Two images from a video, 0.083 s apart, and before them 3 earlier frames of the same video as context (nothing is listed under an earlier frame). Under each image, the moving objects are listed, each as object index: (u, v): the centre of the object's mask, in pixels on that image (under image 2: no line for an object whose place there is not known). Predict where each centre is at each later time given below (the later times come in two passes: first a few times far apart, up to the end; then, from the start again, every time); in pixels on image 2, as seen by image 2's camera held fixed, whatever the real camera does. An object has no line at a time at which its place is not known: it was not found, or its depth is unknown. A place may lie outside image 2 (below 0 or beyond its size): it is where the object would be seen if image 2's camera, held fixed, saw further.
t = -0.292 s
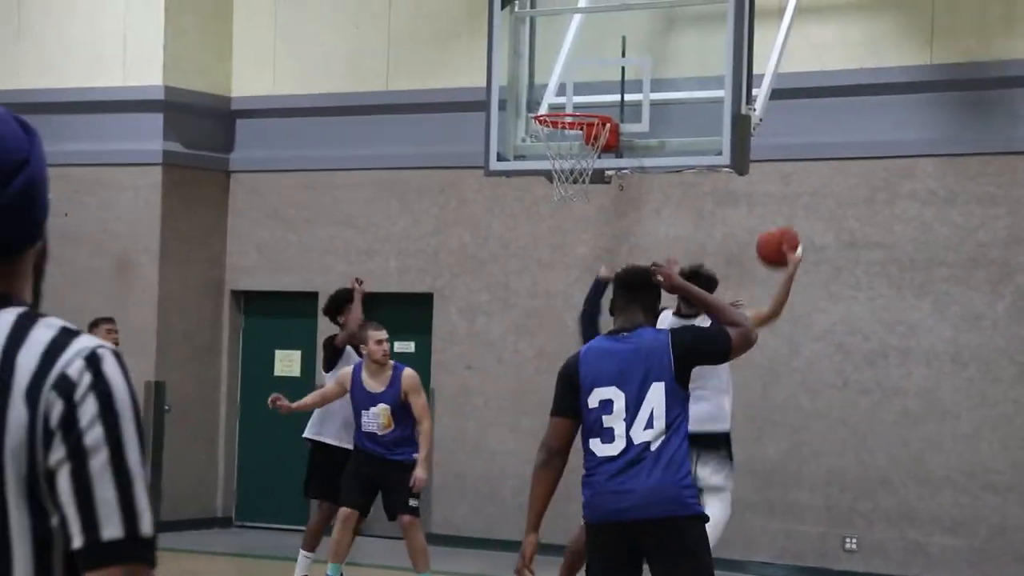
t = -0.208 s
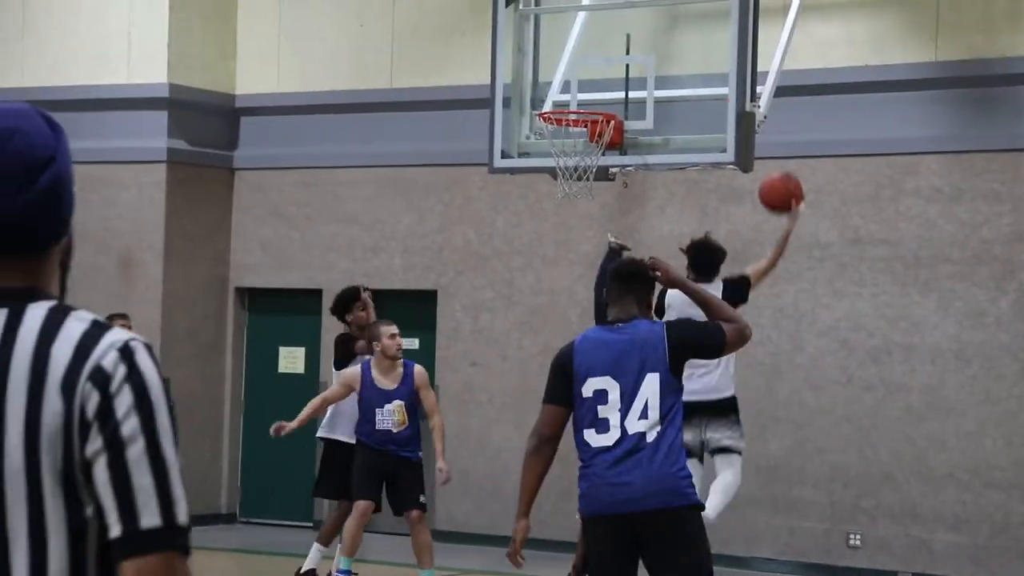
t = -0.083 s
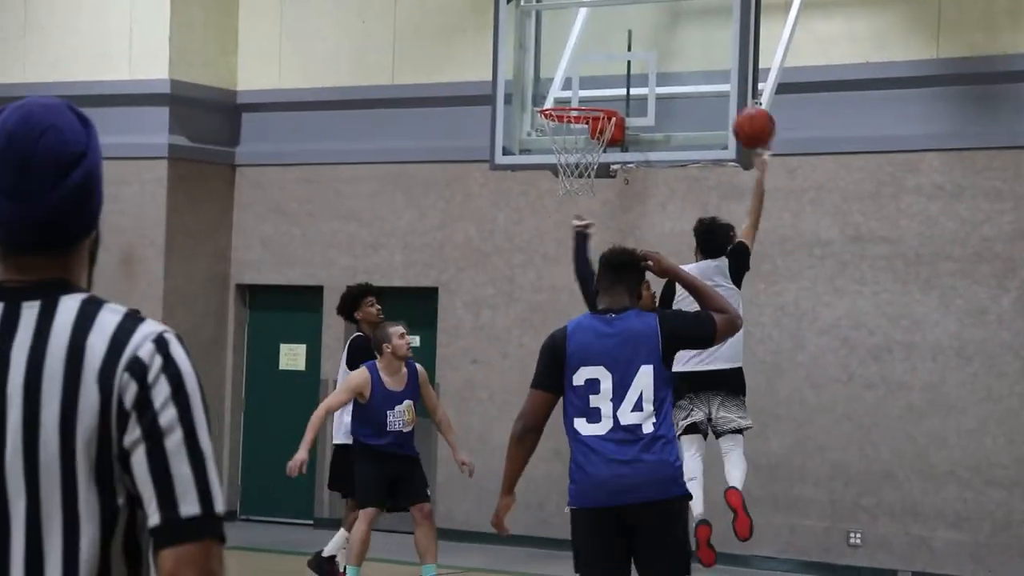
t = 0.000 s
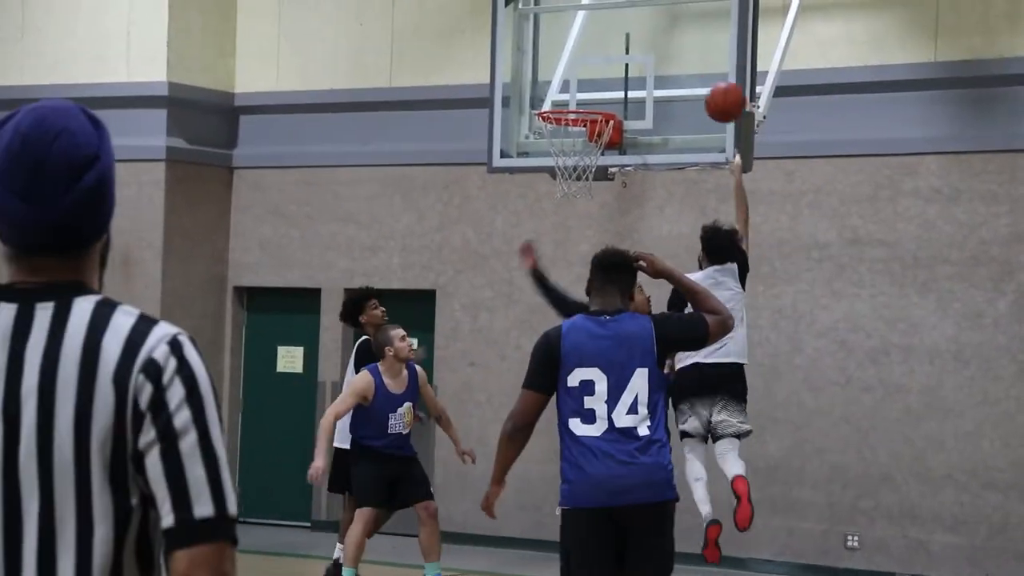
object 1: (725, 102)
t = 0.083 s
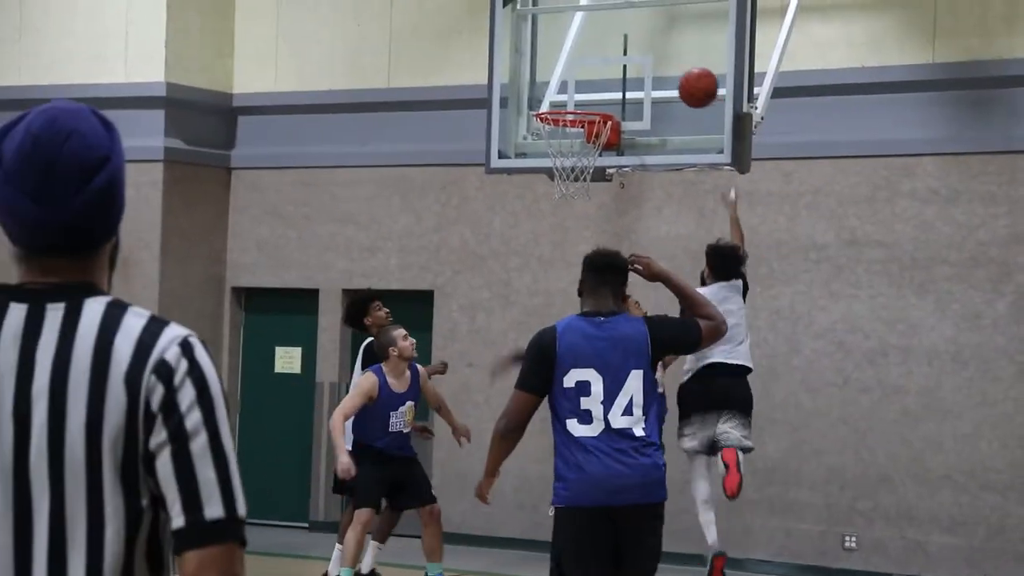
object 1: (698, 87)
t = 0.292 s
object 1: (635, 94)
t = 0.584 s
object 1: (587, 83)
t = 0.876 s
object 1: (556, 163)
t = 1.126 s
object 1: (561, 253)
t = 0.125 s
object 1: (685, 84)
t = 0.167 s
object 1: (673, 83)
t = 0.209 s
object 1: (660, 86)
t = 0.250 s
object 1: (649, 90)
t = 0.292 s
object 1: (635, 94)
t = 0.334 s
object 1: (619, 98)
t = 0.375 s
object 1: (613, 92)
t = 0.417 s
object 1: (608, 84)
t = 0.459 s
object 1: (603, 80)
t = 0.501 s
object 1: (598, 78)
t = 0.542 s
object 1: (593, 79)
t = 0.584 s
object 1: (587, 83)
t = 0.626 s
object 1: (582, 89)
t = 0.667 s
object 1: (576, 96)
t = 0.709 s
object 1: (571, 102)
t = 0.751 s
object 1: (563, 129)
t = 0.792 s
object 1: (559, 142)
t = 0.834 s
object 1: (556, 156)
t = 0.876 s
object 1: (556, 163)
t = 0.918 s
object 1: (557, 171)
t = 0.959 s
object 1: (558, 182)
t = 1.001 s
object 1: (559, 196)
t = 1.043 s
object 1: (560, 212)
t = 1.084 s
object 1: (560, 231)
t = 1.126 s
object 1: (561, 253)
